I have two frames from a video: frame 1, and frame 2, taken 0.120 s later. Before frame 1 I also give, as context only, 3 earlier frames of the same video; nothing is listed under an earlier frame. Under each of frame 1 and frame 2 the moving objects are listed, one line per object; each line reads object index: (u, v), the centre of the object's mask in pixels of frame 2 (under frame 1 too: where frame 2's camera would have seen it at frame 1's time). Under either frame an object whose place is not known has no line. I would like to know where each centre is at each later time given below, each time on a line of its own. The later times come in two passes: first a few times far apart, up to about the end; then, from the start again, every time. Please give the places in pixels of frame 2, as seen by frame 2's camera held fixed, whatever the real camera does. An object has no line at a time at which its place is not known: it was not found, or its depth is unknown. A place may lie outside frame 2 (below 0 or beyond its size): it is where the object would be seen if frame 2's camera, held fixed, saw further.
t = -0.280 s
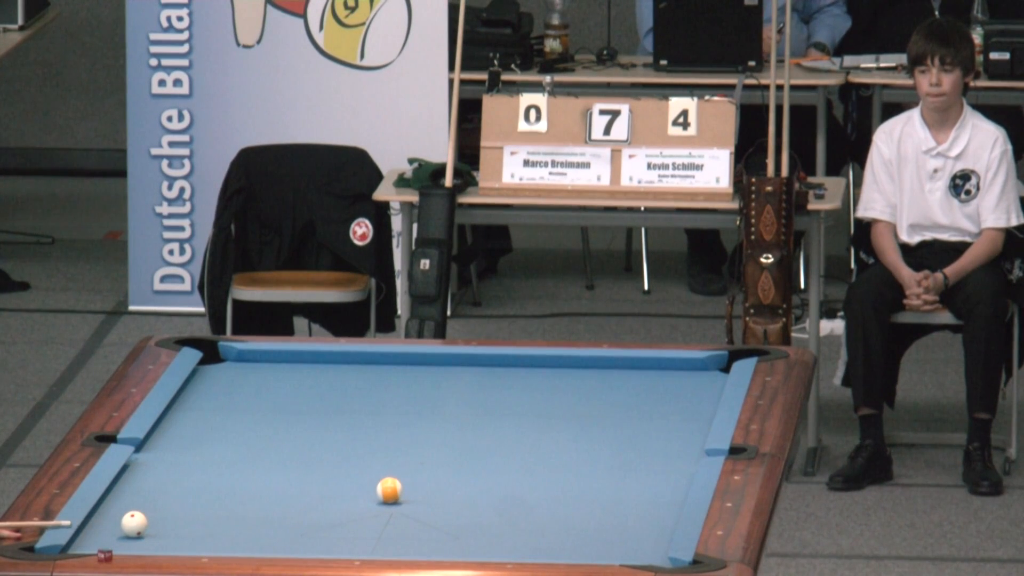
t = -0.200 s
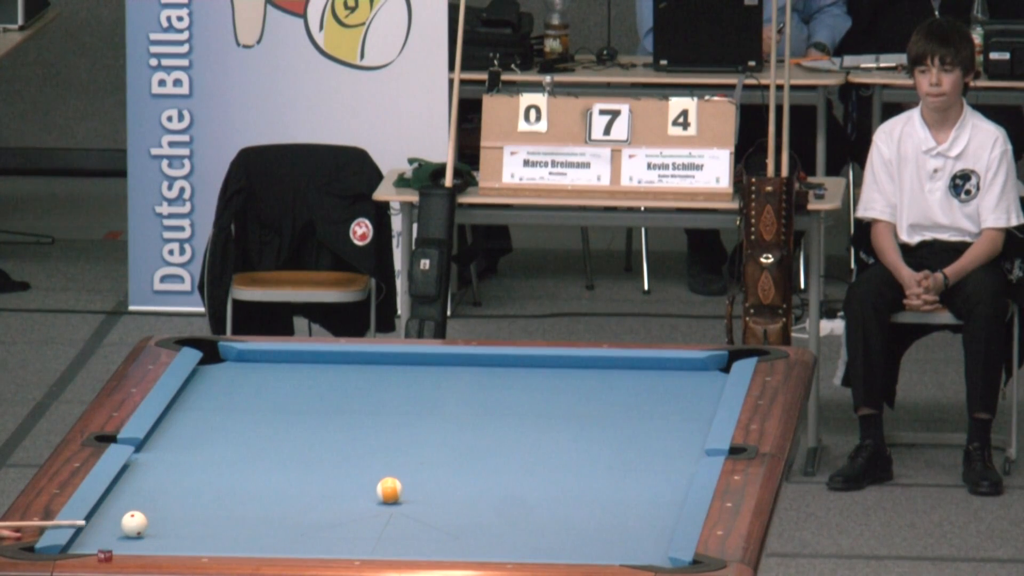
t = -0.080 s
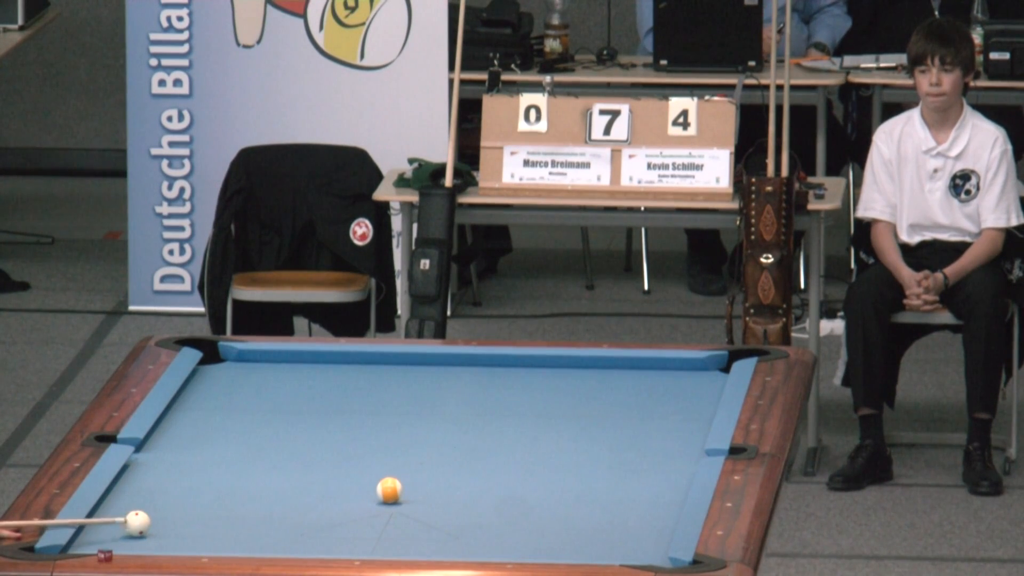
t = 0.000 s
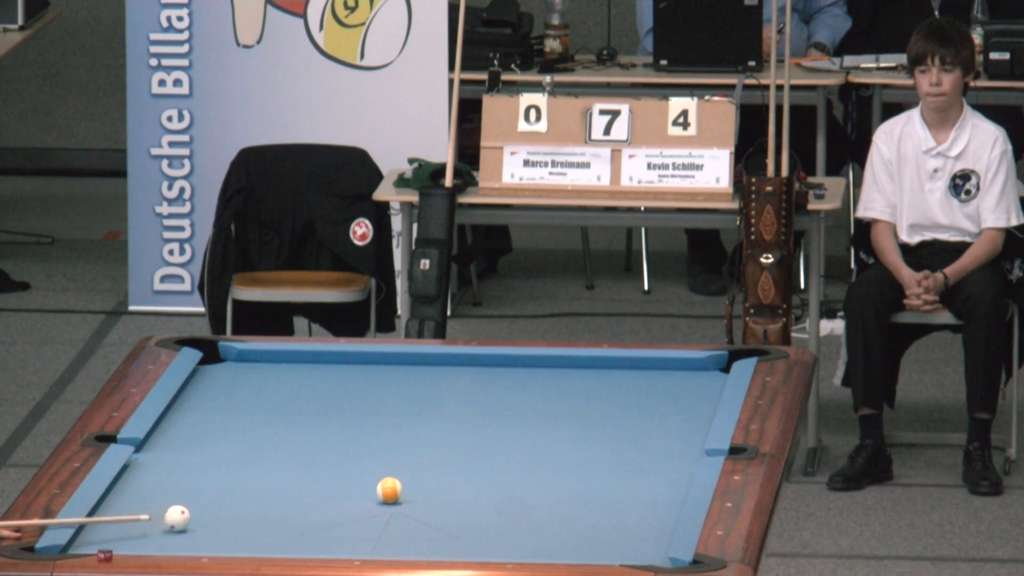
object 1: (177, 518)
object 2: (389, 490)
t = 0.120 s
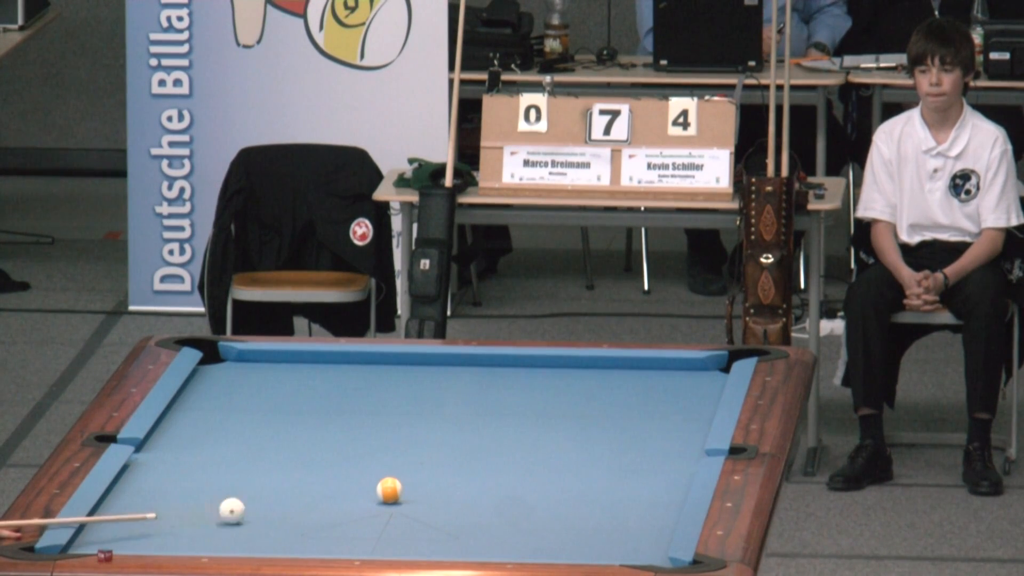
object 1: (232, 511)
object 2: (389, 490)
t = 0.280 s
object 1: (303, 501)
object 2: (389, 490)
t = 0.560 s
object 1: (369, 490)
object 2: (439, 485)
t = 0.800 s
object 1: (384, 486)
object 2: (505, 478)
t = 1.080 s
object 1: (399, 482)
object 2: (577, 471)
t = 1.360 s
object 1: (412, 478)
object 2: (645, 464)
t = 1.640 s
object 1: (425, 475)
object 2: (708, 453)
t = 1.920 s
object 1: (435, 472)
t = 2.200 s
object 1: (444, 469)
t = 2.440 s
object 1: (450, 468)
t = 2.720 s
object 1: (456, 466)
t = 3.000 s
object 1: (460, 465)
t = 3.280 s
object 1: (462, 465)
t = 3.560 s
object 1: (462, 464)
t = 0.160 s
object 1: (250, 508)
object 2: (389, 490)
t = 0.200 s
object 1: (268, 506)
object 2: (389, 490)
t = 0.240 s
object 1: (286, 503)
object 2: (389, 490)
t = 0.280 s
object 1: (303, 501)
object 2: (389, 490)
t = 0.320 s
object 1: (320, 499)
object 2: (389, 490)
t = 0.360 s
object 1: (338, 496)
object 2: (389, 490)
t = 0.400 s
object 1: (355, 494)
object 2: (389, 490)
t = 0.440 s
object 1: (366, 492)
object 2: (395, 489)
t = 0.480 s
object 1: (366, 492)
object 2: (411, 488)
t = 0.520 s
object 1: (366, 491)
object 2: (426, 486)
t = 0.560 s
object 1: (369, 490)
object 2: (439, 485)
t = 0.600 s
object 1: (371, 490)
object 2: (451, 483)
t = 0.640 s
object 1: (374, 489)
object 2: (463, 482)
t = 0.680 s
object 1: (376, 488)
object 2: (474, 481)
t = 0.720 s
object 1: (379, 488)
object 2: (484, 480)
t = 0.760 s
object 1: (381, 487)
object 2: (495, 479)
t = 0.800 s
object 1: (384, 486)
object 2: (505, 478)
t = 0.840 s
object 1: (386, 486)
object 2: (516, 477)
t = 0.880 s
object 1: (388, 485)
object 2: (526, 475)
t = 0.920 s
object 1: (390, 484)
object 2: (536, 475)
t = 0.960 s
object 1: (392, 484)
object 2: (547, 474)
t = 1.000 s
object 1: (394, 483)
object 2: (557, 473)
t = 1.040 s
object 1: (397, 483)
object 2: (567, 472)
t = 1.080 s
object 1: (399, 482)
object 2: (577, 471)
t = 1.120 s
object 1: (401, 481)
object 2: (586, 469)
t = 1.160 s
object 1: (403, 481)
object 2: (596, 468)
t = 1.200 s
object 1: (405, 480)
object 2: (606, 467)
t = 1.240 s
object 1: (407, 480)
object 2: (616, 467)
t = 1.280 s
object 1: (409, 479)
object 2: (626, 465)
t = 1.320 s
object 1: (410, 479)
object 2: (635, 465)
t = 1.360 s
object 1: (412, 478)
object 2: (645, 464)
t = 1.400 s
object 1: (414, 478)
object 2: (653, 463)
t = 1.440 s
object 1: (416, 477)
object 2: (663, 461)
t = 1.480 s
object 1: (418, 477)
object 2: (673, 461)
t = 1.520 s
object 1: (420, 476)
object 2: (682, 460)
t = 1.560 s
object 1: (422, 475)
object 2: (690, 458)
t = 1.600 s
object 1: (423, 475)
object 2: (698, 456)
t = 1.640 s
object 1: (425, 475)
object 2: (708, 453)
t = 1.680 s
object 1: (426, 474)
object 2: (718, 454)
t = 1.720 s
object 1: (428, 474)
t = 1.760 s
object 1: (430, 473)
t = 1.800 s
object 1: (431, 473)
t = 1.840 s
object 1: (433, 472)
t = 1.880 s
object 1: (434, 472)
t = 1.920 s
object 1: (435, 472)
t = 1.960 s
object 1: (437, 471)
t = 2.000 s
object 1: (438, 471)
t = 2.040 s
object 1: (440, 471)
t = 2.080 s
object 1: (441, 471)
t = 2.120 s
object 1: (442, 470)
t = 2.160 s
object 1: (443, 470)
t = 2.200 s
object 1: (444, 469)
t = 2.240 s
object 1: (445, 469)
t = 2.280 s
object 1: (446, 468)
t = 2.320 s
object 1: (447, 468)
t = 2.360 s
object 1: (448, 468)
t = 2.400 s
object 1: (449, 468)
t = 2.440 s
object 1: (450, 468)
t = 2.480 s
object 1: (451, 467)
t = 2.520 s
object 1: (452, 467)
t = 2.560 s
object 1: (453, 467)
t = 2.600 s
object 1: (453, 467)
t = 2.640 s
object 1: (454, 466)
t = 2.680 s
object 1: (455, 466)
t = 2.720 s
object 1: (456, 466)
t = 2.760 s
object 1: (456, 466)
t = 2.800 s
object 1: (457, 466)
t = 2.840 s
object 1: (457, 466)
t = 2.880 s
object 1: (458, 465)
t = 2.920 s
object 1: (459, 465)
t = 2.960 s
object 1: (459, 465)
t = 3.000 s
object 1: (460, 465)
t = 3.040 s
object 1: (460, 465)
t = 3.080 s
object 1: (461, 465)
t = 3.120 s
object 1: (461, 465)
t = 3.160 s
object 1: (461, 465)
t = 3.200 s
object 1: (462, 465)
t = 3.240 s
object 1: (462, 465)
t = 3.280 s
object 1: (462, 465)
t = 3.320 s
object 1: (462, 465)
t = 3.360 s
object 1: (462, 465)
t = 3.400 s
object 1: (462, 465)
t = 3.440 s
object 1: (462, 465)
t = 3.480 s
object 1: (462, 465)
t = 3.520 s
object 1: (462, 465)
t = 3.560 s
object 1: (462, 464)
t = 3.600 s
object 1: (462, 465)
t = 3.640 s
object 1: (462, 464)
